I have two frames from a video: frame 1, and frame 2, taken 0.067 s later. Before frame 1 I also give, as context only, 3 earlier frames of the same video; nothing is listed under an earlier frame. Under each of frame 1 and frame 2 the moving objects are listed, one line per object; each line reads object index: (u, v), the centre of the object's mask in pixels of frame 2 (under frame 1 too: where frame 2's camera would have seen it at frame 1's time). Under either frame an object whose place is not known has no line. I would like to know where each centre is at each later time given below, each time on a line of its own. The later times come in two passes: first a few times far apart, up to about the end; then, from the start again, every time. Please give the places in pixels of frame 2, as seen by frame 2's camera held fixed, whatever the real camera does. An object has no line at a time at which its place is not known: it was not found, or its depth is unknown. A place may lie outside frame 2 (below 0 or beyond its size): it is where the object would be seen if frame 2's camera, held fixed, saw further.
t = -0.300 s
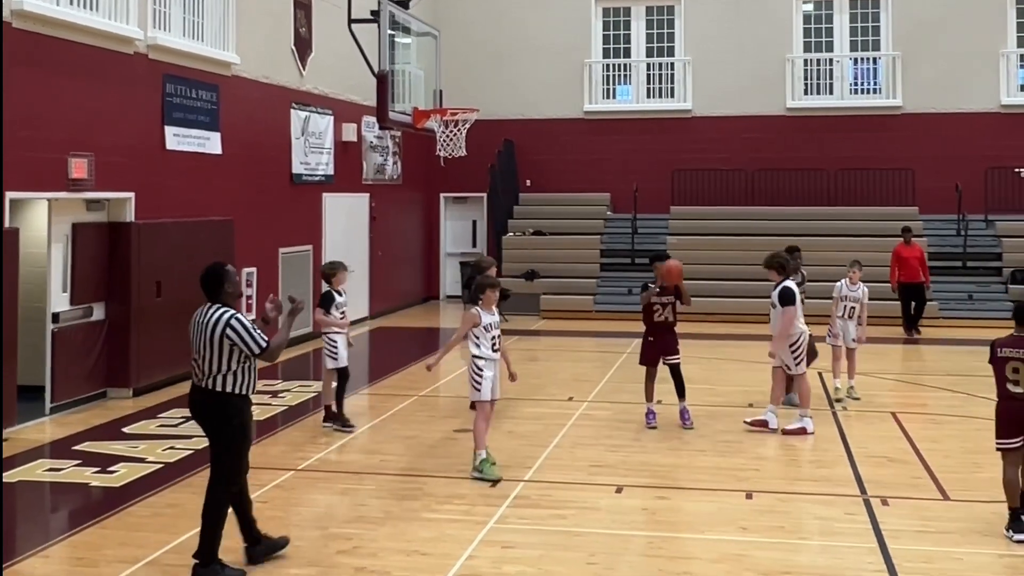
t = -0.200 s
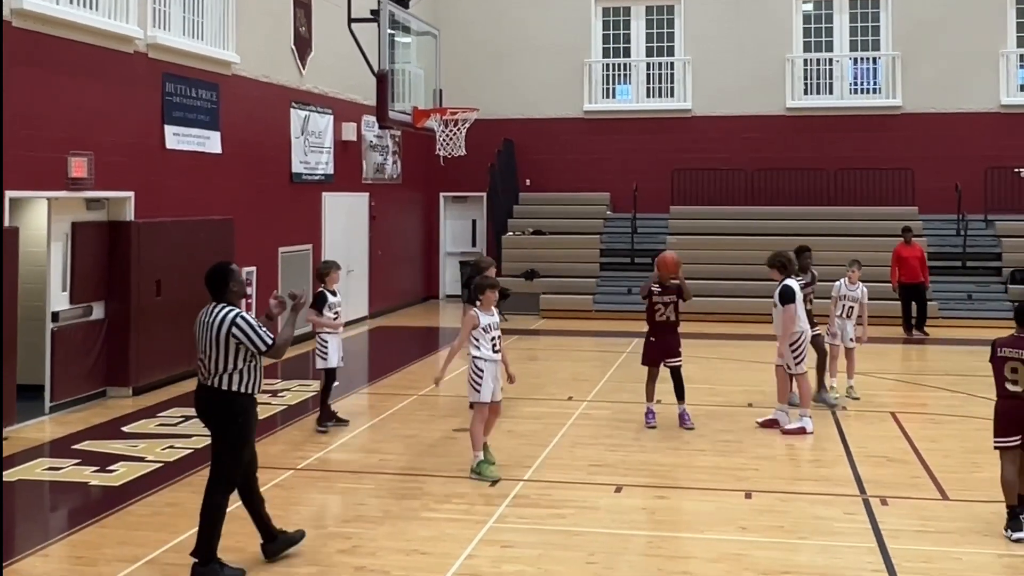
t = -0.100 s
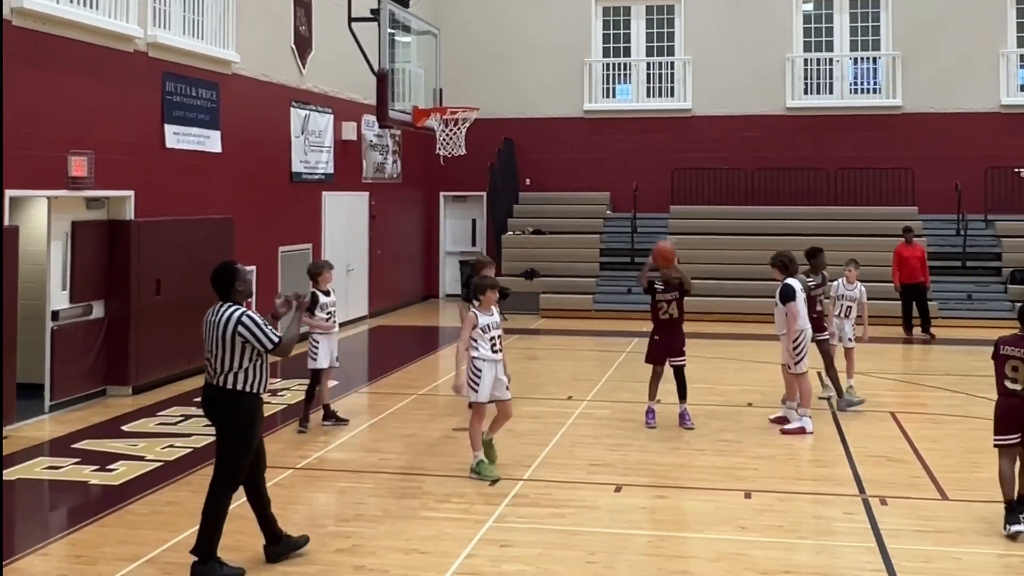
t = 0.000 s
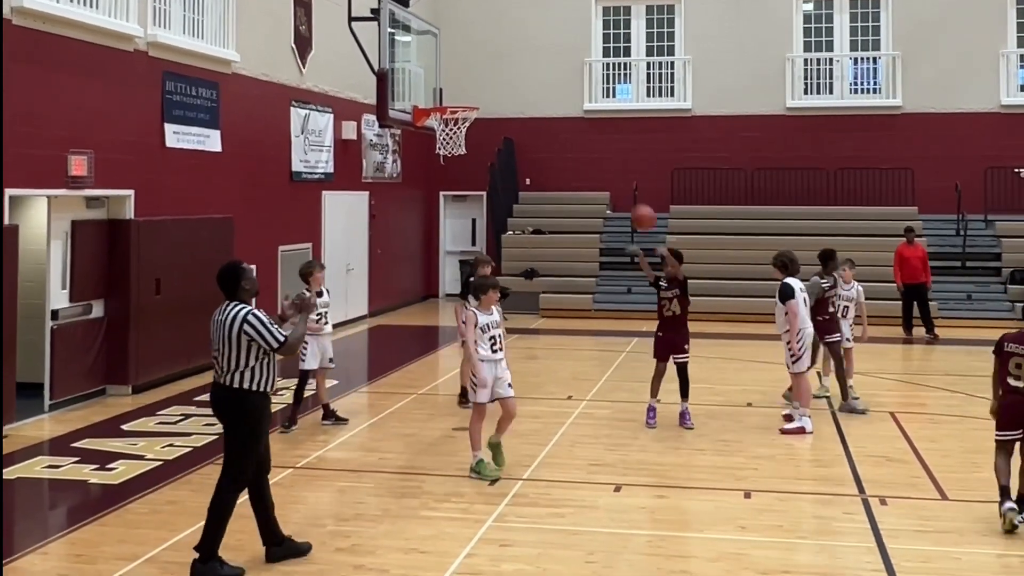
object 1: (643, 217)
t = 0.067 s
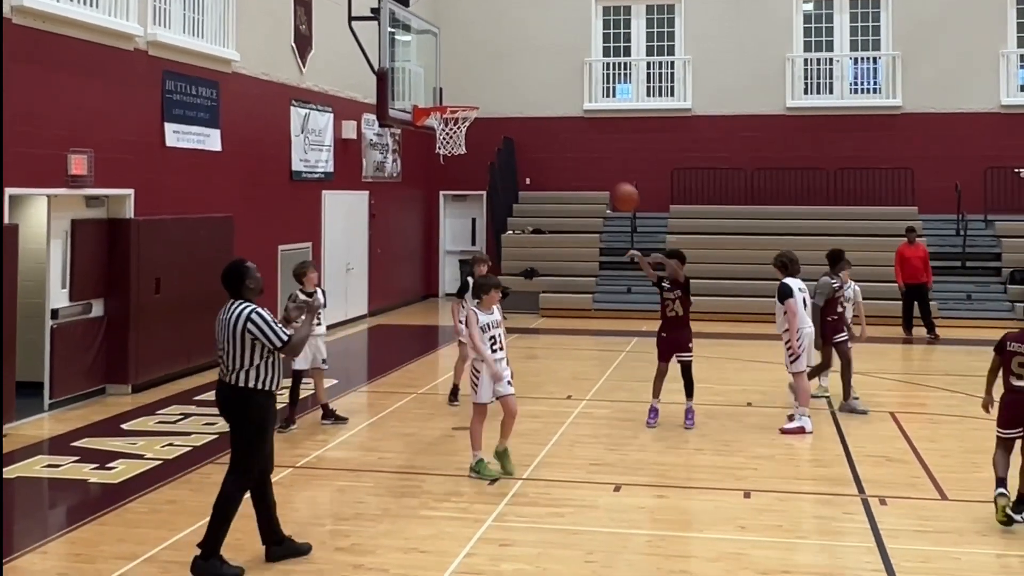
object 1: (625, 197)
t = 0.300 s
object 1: (556, 157)
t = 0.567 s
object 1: (460, 190)
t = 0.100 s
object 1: (617, 188)
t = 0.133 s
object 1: (607, 179)
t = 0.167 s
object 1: (597, 173)
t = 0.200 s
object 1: (587, 167)
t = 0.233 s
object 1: (577, 163)
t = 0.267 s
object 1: (567, 160)
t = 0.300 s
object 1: (556, 157)
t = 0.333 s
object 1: (545, 157)
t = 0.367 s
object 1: (534, 157)
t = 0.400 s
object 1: (522, 159)
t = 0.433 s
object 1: (510, 162)
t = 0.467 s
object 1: (498, 167)
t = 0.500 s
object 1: (485, 173)
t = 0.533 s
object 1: (473, 181)
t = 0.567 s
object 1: (460, 190)
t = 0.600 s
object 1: (445, 203)
